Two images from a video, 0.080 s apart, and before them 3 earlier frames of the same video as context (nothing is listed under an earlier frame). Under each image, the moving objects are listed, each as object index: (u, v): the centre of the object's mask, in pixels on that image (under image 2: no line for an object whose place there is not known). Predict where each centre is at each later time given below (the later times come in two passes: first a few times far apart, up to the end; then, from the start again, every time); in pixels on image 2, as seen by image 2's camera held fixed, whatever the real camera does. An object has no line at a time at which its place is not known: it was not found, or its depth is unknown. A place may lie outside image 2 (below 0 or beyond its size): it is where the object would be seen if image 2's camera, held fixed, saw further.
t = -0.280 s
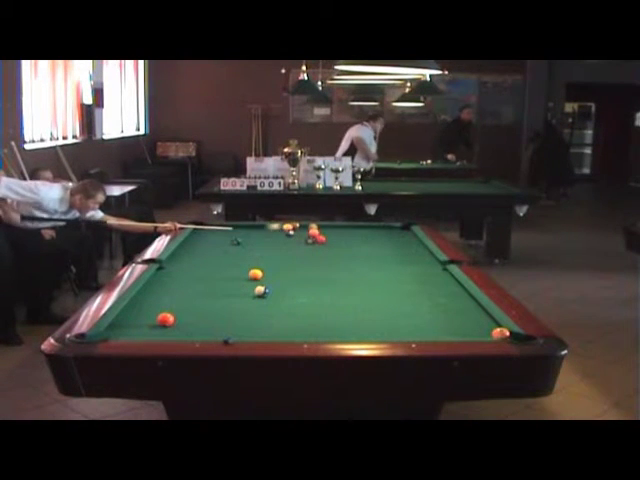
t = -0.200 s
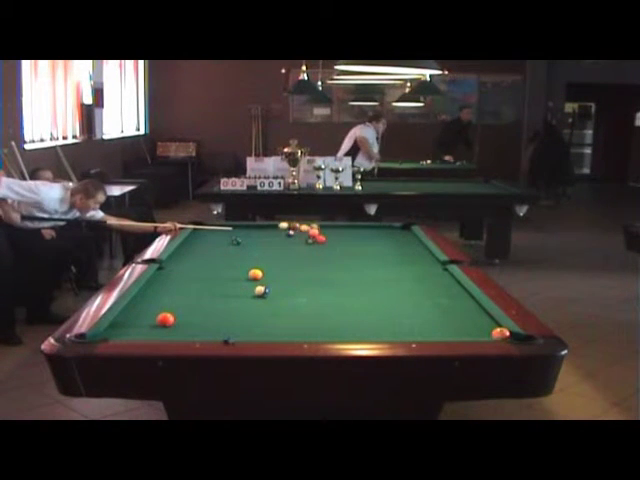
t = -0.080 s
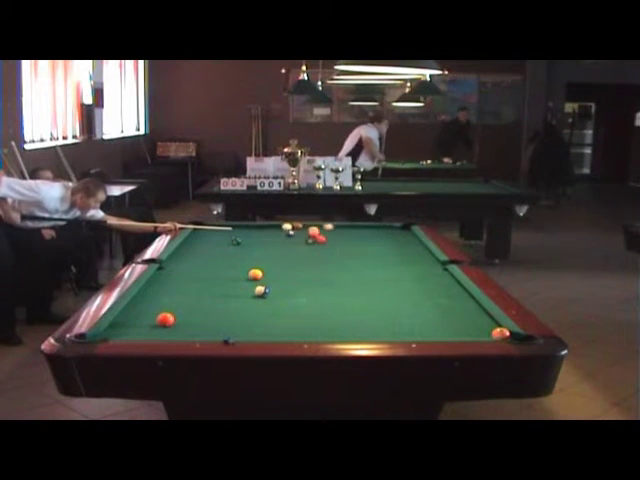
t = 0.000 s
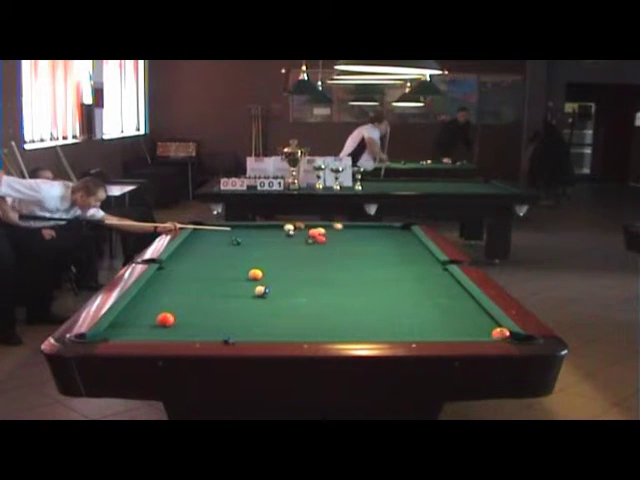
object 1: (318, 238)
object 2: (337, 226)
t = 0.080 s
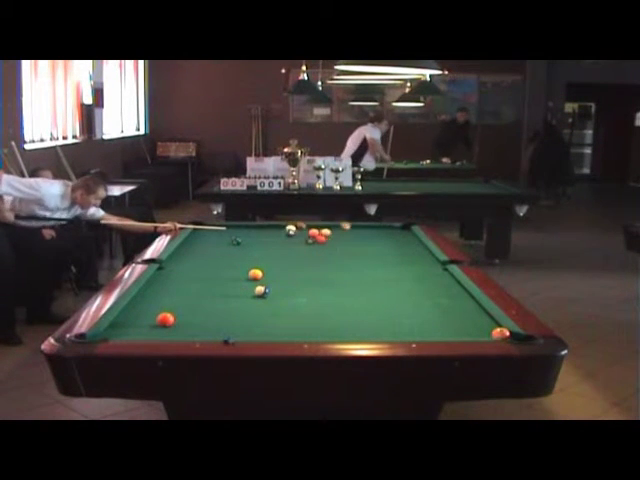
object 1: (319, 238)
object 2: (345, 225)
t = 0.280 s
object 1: (319, 238)
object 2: (361, 226)
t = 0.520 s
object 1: (319, 238)
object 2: (379, 226)
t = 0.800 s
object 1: (318, 237)
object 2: (399, 227)
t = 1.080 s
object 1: (322, 239)
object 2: (399, 228)
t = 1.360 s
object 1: (329, 240)
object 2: (390, 229)
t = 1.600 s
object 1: (333, 241)
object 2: (382, 230)
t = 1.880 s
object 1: (339, 242)
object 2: (375, 230)
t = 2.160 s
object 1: (343, 242)
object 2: (369, 231)
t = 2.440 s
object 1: (345, 243)
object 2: (365, 231)
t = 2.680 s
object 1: (347, 243)
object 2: (361, 232)
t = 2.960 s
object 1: (347, 243)
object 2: (359, 232)
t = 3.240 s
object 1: (348, 243)
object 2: (357, 232)
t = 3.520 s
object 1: (348, 243)
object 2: (357, 232)
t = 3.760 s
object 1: (348, 243)
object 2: (357, 232)
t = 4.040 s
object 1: (348, 243)
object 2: (357, 232)
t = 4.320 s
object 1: (347, 243)
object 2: (357, 232)
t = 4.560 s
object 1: (348, 243)
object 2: (357, 232)
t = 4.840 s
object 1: (348, 243)
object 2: (357, 232)
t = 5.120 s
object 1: (348, 243)
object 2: (357, 232)
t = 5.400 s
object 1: (348, 243)
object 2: (357, 232)
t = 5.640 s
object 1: (348, 243)
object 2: (357, 232)
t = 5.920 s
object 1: (347, 243)
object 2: (357, 232)
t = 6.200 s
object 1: (347, 243)
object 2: (357, 232)
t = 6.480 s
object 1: (348, 243)
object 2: (357, 232)
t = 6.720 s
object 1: (348, 243)
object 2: (357, 232)
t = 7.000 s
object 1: (348, 243)
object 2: (357, 232)
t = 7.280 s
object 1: (348, 243)
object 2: (357, 232)
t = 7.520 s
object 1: (348, 243)
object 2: (357, 232)
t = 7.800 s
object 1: (348, 243)
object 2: (357, 232)
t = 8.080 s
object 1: (348, 243)
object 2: (357, 232)
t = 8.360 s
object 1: (348, 243)
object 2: (357, 232)
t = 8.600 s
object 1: (348, 243)
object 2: (357, 232)
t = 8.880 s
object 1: (347, 243)
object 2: (357, 232)
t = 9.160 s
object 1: (347, 243)
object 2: (357, 232)
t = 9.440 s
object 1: (348, 243)
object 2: (357, 232)
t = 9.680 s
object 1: (348, 243)
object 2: (357, 232)
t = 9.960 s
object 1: (348, 243)
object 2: (357, 232)
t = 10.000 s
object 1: (348, 243)
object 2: (357, 232)
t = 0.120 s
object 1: (319, 238)
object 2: (349, 225)
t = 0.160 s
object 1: (319, 238)
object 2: (351, 225)
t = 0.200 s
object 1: (319, 238)
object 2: (355, 226)
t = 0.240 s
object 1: (319, 238)
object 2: (358, 226)
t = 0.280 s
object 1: (319, 238)
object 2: (361, 226)
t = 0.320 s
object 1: (319, 238)
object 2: (364, 226)
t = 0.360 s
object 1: (319, 238)
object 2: (367, 226)
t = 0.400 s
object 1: (319, 238)
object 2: (370, 226)
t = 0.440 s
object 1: (319, 238)
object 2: (373, 226)
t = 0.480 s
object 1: (318, 238)
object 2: (376, 226)
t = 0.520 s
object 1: (319, 238)
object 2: (379, 226)
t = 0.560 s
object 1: (319, 238)
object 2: (382, 227)
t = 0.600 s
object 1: (319, 238)
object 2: (385, 227)
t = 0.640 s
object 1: (319, 238)
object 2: (388, 227)
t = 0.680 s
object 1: (319, 238)
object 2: (391, 227)
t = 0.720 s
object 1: (319, 238)
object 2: (393, 227)
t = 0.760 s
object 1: (318, 237)
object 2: (396, 227)
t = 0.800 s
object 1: (318, 237)
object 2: (399, 227)
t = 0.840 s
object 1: (319, 237)
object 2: (402, 227)
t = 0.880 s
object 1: (320, 238)
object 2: (404, 228)
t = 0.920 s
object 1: (320, 238)
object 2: (404, 228)
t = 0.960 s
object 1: (320, 238)
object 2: (403, 228)
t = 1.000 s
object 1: (320, 238)
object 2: (402, 228)
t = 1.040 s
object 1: (321, 238)
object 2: (400, 228)
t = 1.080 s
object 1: (322, 239)
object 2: (399, 228)
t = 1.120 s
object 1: (322, 239)
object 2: (398, 228)
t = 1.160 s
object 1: (325, 240)
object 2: (396, 228)
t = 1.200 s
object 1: (325, 239)
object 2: (395, 228)
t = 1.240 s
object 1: (326, 240)
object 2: (394, 229)
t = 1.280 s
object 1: (326, 240)
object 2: (393, 229)
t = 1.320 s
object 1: (329, 240)
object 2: (391, 229)
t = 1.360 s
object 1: (329, 240)
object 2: (390, 229)
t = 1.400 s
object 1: (330, 240)
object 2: (388, 229)
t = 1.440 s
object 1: (331, 240)
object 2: (387, 230)
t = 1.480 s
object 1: (331, 240)
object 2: (386, 230)
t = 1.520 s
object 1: (332, 240)
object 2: (384, 230)
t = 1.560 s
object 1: (333, 241)
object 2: (383, 230)
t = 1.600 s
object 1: (333, 241)
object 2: (382, 230)
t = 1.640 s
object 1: (334, 241)
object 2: (381, 230)
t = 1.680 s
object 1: (335, 241)
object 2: (380, 230)
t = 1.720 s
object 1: (336, 241)
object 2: (379, 230)
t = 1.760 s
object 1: (336, 241)
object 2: (378, 230)
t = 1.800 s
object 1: (338, 242)
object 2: (378, 230)
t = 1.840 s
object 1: (338, 242)
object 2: (376, 230)
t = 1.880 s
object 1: (339, 242)
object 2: (375, 230)
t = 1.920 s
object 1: (339, 242)
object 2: (375, 231)
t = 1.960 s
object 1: (340, 242)
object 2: (374, 231)
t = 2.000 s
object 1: (340, 242)
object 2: (373, 231)
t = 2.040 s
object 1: (341, 242)
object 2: (372, 231)
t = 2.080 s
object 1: (341, 242)
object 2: (371, 231)
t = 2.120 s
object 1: (342, 242)
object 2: (370, 231)
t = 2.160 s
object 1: (343, 242)
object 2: (369, 231)
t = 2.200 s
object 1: (343, 242)
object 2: (369, 231)
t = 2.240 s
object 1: (344, 242)
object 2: (368, 231)
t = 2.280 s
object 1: (344, 243)
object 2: (367, 231)
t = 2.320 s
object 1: (344, 243)
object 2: (367, 231)
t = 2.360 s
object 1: (344, 243)
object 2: (366, 231)
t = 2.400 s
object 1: (345, 243)
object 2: (365, 231)
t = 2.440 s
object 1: (345, 243)
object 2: (365, 231)
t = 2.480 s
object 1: (345, 243)
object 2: (364, 232)
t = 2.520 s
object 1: (346, 243)
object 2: (363, 232)
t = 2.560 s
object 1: (346, 243)
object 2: (363, 232)
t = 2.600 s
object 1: (346, 243)
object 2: (362, 232)
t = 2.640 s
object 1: (346, 243)
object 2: (362, 232)
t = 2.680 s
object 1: (347, 243)
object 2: (361, 232)
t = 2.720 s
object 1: (347, 243)
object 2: (360, 232)
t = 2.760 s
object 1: (347, 243)
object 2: (360, 232)
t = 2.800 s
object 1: (347, 243)
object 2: (360, 232)
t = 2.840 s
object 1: (347, 243)
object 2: (360, 232)
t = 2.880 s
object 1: (347, 243)
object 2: (359, 232)
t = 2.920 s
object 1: (347, 243)
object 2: (359, 232)
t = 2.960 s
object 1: (347, 243)
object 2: (359, 232)
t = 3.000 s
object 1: (347, 243)
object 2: (359, 232)
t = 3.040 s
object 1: (347, 243)
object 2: (359, 232)
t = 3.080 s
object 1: (347, 243)
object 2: (358, 232)
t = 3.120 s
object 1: (347, 243)
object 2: (358, 232)
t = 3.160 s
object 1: (347, 243)
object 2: (358, 232)
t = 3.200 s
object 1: (347, 243)
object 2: (358, 232)
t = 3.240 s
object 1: (348, 243)
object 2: (357, 232)
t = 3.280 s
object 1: (347, 243)
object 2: (357, 232)
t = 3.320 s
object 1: (347, 243)
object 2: (357, 232)
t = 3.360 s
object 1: (348, 243)
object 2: (357, 232)
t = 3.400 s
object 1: (348, 243)
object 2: (357, 232)
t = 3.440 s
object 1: (347, 243)
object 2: (357, 232)
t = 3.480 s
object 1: (348, 243)
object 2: (357, 232)
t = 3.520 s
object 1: (348, 243)
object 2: (357, 232)
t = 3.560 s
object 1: (348, 243)
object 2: (357, 232)
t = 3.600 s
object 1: (348, 243)
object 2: (357, 232)
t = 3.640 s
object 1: (348, 243)
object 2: (357, 232)
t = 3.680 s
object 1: (348, 243)
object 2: (357, 232)
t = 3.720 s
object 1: (348, 243)
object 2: (357, 232)
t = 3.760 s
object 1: (348, 243)
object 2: (357, 232)
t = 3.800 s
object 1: (348, 243)
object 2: (357, 232)
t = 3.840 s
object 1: (348, 243)
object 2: (357, 232)
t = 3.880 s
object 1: (348, 243)
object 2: (357, 232)
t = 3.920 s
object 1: (347, 243)
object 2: (357, 232)
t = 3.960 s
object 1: (348, 243)
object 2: (357, 232)
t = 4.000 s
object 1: (347, 243)
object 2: (357, 232)
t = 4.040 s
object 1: (348, 243)
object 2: (357, 232)
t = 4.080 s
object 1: (347, 243)
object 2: (357, 232)
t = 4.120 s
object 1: (347, 243)
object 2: (357, 232)
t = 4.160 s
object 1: (347, 243)
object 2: (357, 232)
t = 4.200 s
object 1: (347, 243)
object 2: (357, 232)
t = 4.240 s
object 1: (347, 243)
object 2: (357, 232)
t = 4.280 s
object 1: (348, 243)
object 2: (357, 232)
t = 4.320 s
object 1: (347, 243)
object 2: (357, 232)
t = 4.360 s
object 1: (348, 243)
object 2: (357, 232)
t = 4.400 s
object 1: (348, 243)
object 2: (357, 232)
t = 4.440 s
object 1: (348, 243)
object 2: (357, 232)
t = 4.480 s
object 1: (348, 243)
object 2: (357, 232)
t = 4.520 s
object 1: (348, 243)
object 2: (357, 232)
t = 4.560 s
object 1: (348, 243)
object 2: (357, 232)
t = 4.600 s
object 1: (348, 243)
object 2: (357, 232)
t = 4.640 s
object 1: (348, 243)
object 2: (357, 232)
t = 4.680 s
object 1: (348, 243)
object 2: (357, 232)
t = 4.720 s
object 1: (348, 243)
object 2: (357, 232)
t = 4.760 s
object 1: (348, 243)
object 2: (357, 232)
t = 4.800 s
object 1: (348, 243)
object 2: (357, 232)
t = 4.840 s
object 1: (348, 243)
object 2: (357, 232)
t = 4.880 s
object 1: (348, 243)
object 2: (357, 232)
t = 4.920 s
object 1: (348, 243)
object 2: (357, 232)
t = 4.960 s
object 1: (348, 243)
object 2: (357, 232)
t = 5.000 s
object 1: (348, 243)
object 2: (357, 232)
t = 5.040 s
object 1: (348, 243)
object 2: (357, 232)
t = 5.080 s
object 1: (348, 243)
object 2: (357, 232)
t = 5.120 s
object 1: (348, 243)
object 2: (357, 232)
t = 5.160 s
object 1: (348, 243)
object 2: (357, 232)
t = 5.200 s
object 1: (348, 243)
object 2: (357, 232)
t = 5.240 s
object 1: (348, 243)
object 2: (357, 232)
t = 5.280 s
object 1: (348, 243)
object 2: (357, 232)
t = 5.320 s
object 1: (348, 243)
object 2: (357, 232)
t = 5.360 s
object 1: (348, 243)
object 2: (357, 232)
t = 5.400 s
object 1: (348, 243)
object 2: (357, 232)
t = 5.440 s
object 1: (348, 243)
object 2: (357, 232)
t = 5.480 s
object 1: (348, 243)
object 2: (357, 232)
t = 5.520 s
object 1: (348, 243)
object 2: (357, 232)
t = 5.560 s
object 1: (348, 243)
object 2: (357, 232)
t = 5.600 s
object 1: (348, 243)
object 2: (357, 232)
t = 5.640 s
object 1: (348, 243)
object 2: (357, 232)
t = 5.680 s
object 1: (347, 243)
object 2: (357, 232)
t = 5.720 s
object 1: (347, 243)
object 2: (357, 232)
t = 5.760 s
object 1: (348, 243)
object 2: (357, 232)
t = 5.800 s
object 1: (347, 243)
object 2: (357, 232)
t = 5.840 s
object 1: (347, 243)
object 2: (357, 232)
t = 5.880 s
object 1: (347, 243)
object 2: (357, 232)
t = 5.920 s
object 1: (347, 243)
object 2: (357, 232)
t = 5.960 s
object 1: (347, 243)
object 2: (357, 232)
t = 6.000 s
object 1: (347, 243)
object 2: (357, 232)
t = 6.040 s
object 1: (347, 243)
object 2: (357, 232)
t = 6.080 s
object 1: (347, 243)
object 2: (357, 232)
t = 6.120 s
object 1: (347, 243)
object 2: (357, 232)
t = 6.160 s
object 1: (348, 243)
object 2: (357, 232)
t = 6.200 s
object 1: (347, 243)
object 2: (357, 232)
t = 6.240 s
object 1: (348, 243)
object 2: (357, 232)
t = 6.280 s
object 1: (347, 243)
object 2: (357, 232)
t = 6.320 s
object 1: (348, 243)
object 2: (357, 232)
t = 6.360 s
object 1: (348, 243)
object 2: (357, 232)
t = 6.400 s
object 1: (348, 243)
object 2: (357, 232)
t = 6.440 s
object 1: (348, 243)
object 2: (357, 232)
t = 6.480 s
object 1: (348, 243)
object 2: (357, 232)
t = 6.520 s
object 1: (348, 243)
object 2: (357, 232)
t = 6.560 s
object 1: (348, 243)
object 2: (357, 232)
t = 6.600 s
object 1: (348, 243)
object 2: (357, 232)
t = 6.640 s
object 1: (348, 243)
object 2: (357, 232)
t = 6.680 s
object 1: (348, 243)
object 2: (357, 232)
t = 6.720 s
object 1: (348, 243)
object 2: (357, 232)
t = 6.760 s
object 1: (348, 243)
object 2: (357, 232)
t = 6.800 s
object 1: (348, 243)
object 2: (357, 232)
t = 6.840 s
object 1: (348, 243)
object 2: (357, 232)
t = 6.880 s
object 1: (348, 243)
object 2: (357, 232)
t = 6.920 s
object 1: (348, 243)
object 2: (357, 232)
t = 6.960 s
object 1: (348, 243)
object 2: (357, 232)
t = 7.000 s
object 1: (348, 243)
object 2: (357, 232)
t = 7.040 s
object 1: (348, 243)
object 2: (357, 232)
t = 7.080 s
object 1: (348, 243)
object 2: (357, 232)
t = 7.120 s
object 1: (348, 243)
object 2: (357, 232)
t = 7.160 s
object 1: (348, 243)
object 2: (357, 232)
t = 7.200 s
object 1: (348, 243)
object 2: (357, 232)
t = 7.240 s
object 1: (348, 243)
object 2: (357, 232)
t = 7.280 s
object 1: (348, 243)
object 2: (357, 232)
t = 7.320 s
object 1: (348, 243)
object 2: (357, 232)
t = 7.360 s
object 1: (348, 243)
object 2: (357, 232)
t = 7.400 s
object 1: (348, 243)
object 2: (357, 232)
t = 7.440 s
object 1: (348, 243)
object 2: (357, 232)
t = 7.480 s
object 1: (348, 243)
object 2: (357, 232)
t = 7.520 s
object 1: (348, 243)
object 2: (357, 232)
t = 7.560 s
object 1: (348, 243)
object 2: (357, 232)
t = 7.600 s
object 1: (348, 243)
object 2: (357, 232)
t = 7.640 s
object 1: (348, 243)
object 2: (357, 232)
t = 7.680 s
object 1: (348, 243)
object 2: (357, 232)
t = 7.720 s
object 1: (348, 243)
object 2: (357, 232)
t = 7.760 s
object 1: (348, 243)
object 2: (357, 232)
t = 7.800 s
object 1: (348, 243)
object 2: (357, 232)
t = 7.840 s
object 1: (348, 243)
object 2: (357, 232)
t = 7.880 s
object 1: (348, 243)
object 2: (357, 232)
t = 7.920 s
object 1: (348, 243)
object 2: (357, 232)
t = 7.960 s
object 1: (348, 243)
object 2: (357, 232)
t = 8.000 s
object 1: (348, 243)
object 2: (357, 232)
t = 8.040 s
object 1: (348, 243)
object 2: (357, 232)
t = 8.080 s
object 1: (348, 243)
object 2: (357, 232)
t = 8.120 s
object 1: (348, 243)
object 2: (357, 232)
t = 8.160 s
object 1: (348, 243)
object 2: (357, 232)
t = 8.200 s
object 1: (348, 243)
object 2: (357, 232)
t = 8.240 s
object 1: (348, 243)
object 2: (357, 232)
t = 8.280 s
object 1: (348, 243)
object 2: (357, 232)
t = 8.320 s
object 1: (348, 243)
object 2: (357, 232)
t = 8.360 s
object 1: (348, 243)
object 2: (357, 232)
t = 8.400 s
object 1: (348, 243)
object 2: (357, 232)
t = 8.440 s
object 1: (348, 243)
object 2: (357, 232)
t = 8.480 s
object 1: (348, 243)
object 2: (357, 232)
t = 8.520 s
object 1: (348, 243)
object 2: (357, 232)
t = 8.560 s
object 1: (348, 243)
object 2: (357, 232)
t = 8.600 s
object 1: (348, 243)
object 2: (357, 232)
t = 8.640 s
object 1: (348, 243)
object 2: (357, 232)
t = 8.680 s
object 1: (348, 243)
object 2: (357, 232)
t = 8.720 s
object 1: (347, 243)
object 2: (357, 232)
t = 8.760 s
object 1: (347, 243)
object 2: (357, 232)
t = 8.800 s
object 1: (347, 243)
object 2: (357, 232)
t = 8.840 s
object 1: (348, 243)
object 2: (357, 232)
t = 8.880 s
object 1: (347, 243)
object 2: (357, 232)
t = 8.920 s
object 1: (347, 243)
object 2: (357, 232)
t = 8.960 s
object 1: (348, 243)
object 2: (357, 232)
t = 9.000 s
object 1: (347, 243)
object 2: (357, 232)
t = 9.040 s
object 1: (347, 243)
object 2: (357, 232)
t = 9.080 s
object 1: (347, 243)
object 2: (357, 232)
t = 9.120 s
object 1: (347, 243)
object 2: (357, 232)
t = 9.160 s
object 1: (347, 243)
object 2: (357, 232)
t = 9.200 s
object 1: (348, 243)
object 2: (357, 232)
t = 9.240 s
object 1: (348, 243)
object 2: (357, 232)
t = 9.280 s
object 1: (347, 243)
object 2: (357, 232)
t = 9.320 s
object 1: (347, 243)
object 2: (357, 232)
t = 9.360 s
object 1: (348, 243)
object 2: (357, 232)
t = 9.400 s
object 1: (348, 243)
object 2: (357, 232)
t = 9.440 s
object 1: (348, 243)
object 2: (357, 232)
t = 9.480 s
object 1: (348, 243)
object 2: (357, 232)
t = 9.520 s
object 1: (348, 243)
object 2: (357, 232)
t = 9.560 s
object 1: (348, 243)
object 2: (357, 232)
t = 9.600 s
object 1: (348, 243)
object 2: (357, 232)
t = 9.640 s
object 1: (348, 243)
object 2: (357, 232)
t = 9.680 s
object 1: (348, 243)
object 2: (357, 232)
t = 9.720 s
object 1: (348, 243)
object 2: (357, 232)
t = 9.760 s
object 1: (348, 243)
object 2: (357, 232)
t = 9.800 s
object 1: (348, 243)
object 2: (357, 232)
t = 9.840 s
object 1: (348, 243)
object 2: (357, 232)
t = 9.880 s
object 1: (348, 243)
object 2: (357, 232)
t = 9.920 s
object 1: (348, 243)
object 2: (357, 232)
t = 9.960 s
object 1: (348, 243)
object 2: (357, 232)
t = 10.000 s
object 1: (348, 243)
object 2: (357, 232)
